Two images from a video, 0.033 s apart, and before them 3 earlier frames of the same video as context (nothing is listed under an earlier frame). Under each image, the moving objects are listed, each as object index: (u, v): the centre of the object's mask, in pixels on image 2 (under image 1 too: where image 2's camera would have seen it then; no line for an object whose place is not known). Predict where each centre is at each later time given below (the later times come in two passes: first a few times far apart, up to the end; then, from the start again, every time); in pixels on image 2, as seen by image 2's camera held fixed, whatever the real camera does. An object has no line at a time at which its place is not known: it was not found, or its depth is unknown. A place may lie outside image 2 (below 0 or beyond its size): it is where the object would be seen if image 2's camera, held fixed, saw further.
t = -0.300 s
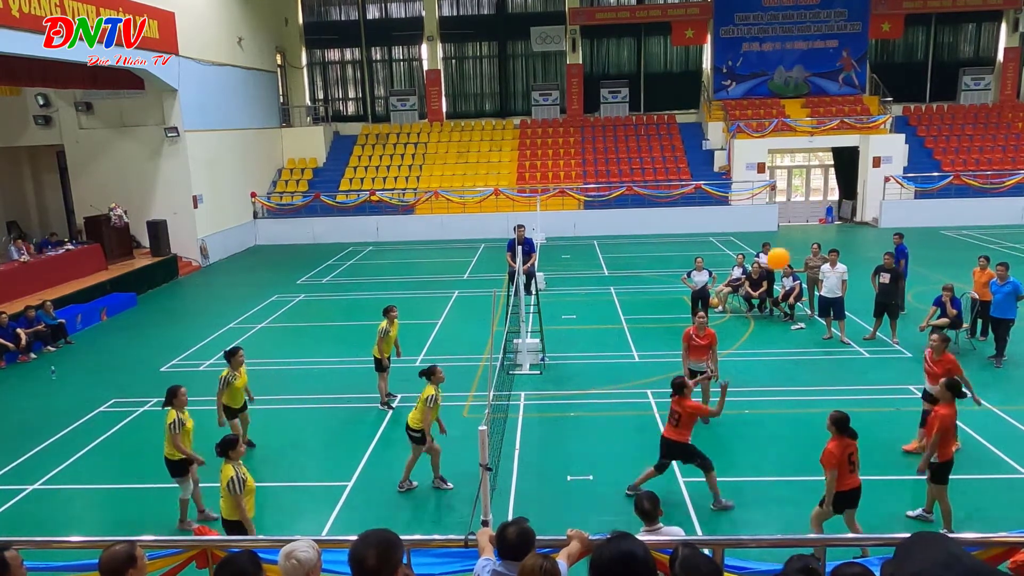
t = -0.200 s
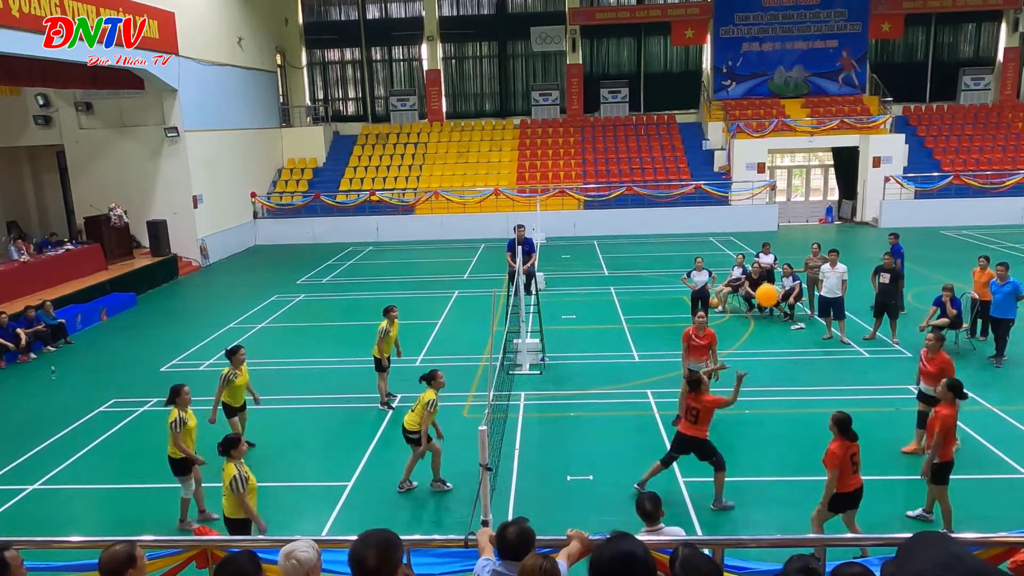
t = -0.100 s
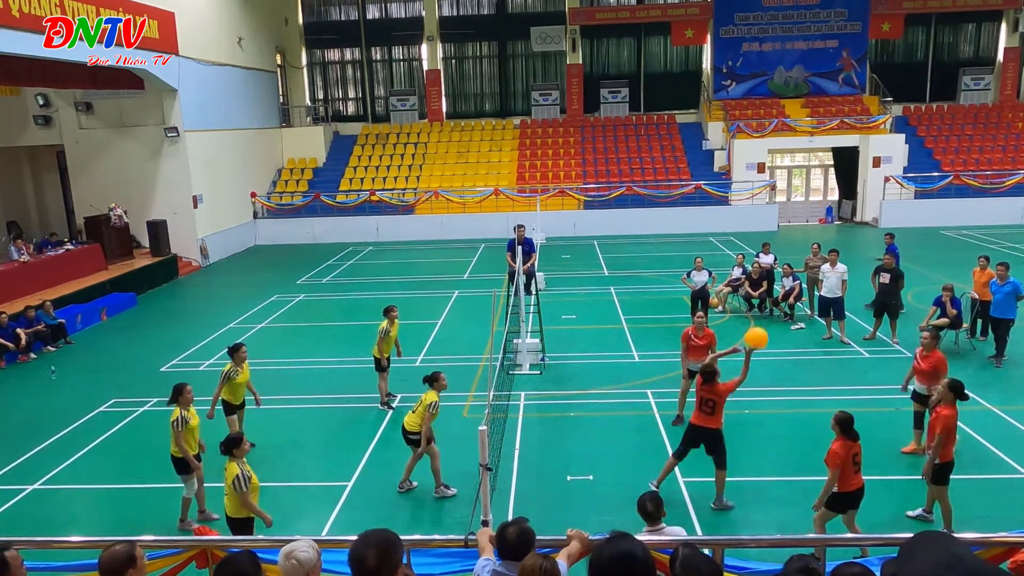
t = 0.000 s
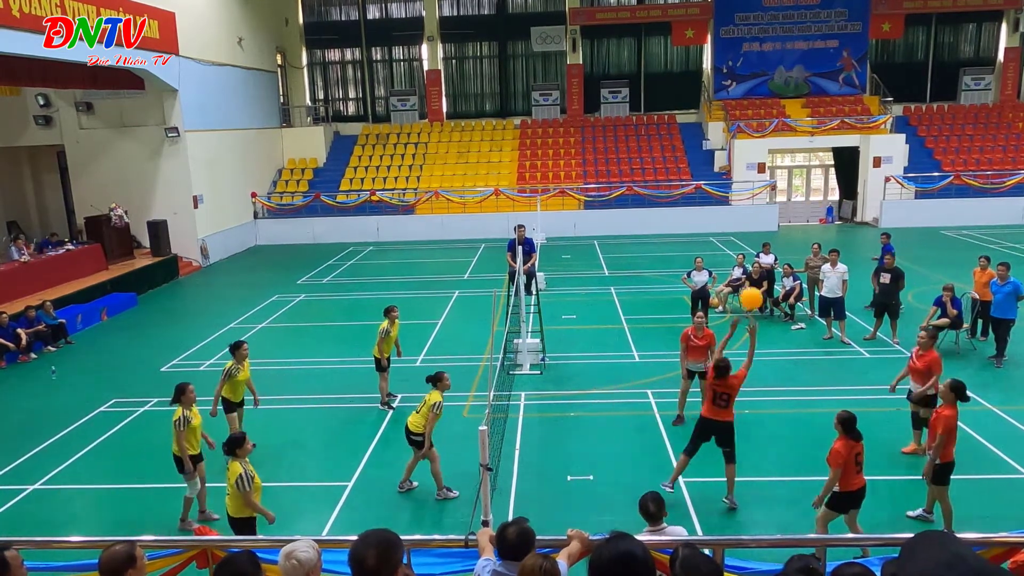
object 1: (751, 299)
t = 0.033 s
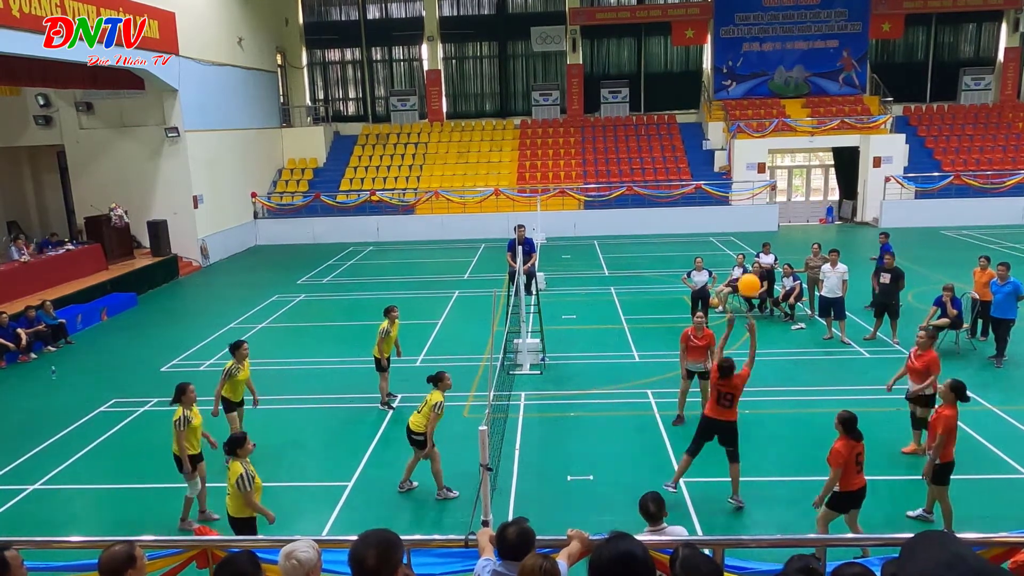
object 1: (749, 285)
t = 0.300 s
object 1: (732, 214)
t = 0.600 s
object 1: (714, 211)
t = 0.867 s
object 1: (701, 266)
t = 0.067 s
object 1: (747, 272)
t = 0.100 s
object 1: (744, 261)
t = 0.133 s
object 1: (742, 250)
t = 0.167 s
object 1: (740, 241)
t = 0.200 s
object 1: (738, 233)
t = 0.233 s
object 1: (736, 226)
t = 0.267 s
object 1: (734, 219)
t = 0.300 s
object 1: (732, 214)
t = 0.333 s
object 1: (729, 210)
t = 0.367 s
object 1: (728, 207)
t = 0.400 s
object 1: (725, 205)
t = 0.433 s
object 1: (723, 204)
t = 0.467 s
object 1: (722, 203)
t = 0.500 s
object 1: (720, 204)
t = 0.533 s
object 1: (718, 205)
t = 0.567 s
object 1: (716, 208)
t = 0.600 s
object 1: (714, 211)
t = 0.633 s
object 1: (712, 216)
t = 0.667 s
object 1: (710, 221)
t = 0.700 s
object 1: (708, 226)
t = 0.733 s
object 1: (707, 233)
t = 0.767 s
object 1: (705, 241)
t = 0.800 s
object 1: (704, 248)
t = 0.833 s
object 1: (702, 257)
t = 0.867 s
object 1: (701, 266)
